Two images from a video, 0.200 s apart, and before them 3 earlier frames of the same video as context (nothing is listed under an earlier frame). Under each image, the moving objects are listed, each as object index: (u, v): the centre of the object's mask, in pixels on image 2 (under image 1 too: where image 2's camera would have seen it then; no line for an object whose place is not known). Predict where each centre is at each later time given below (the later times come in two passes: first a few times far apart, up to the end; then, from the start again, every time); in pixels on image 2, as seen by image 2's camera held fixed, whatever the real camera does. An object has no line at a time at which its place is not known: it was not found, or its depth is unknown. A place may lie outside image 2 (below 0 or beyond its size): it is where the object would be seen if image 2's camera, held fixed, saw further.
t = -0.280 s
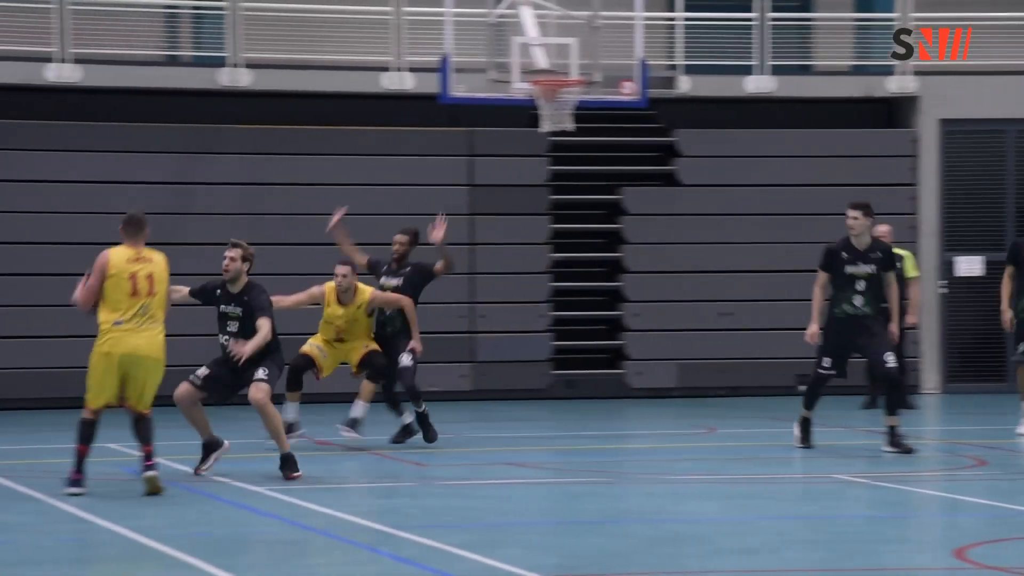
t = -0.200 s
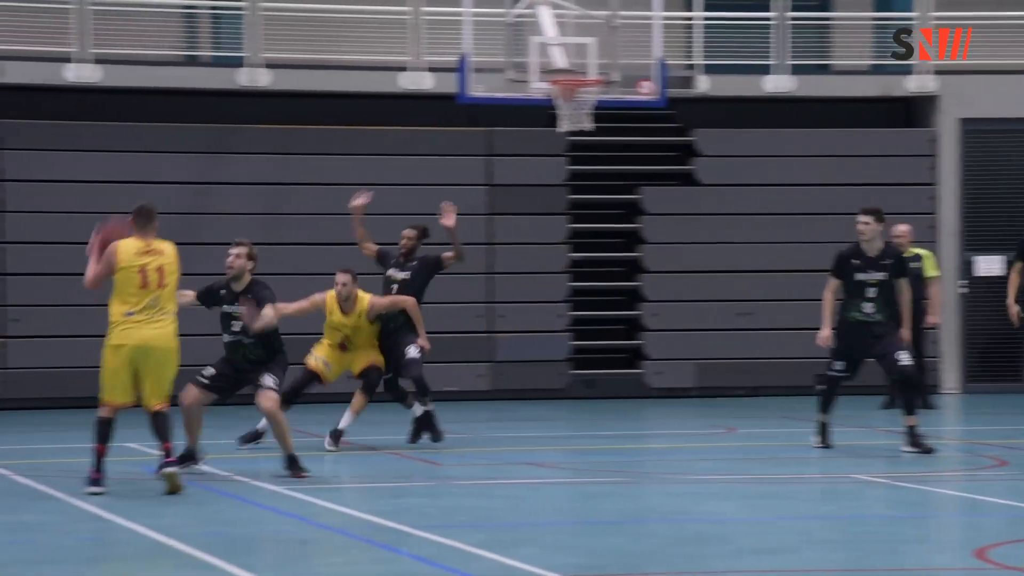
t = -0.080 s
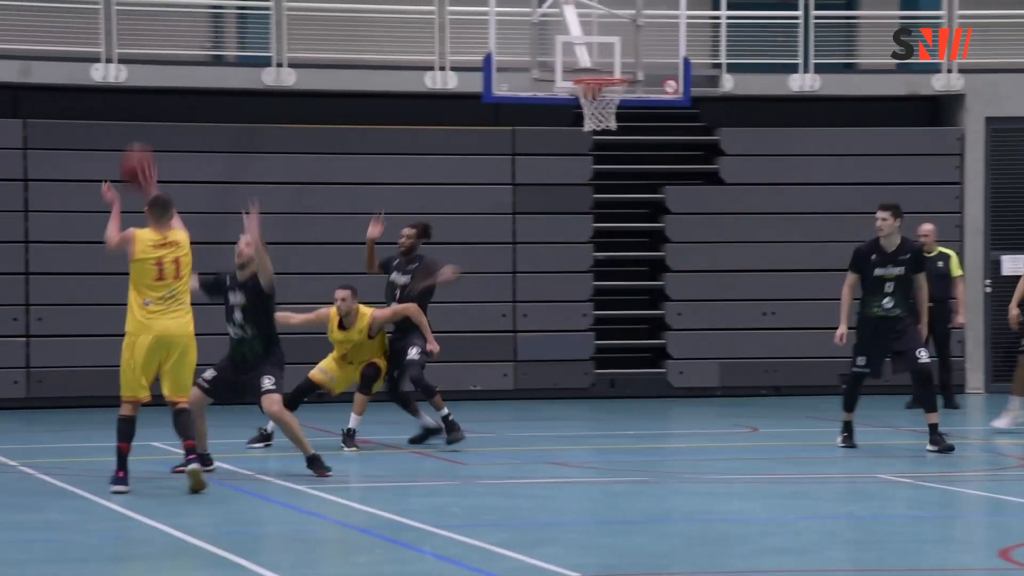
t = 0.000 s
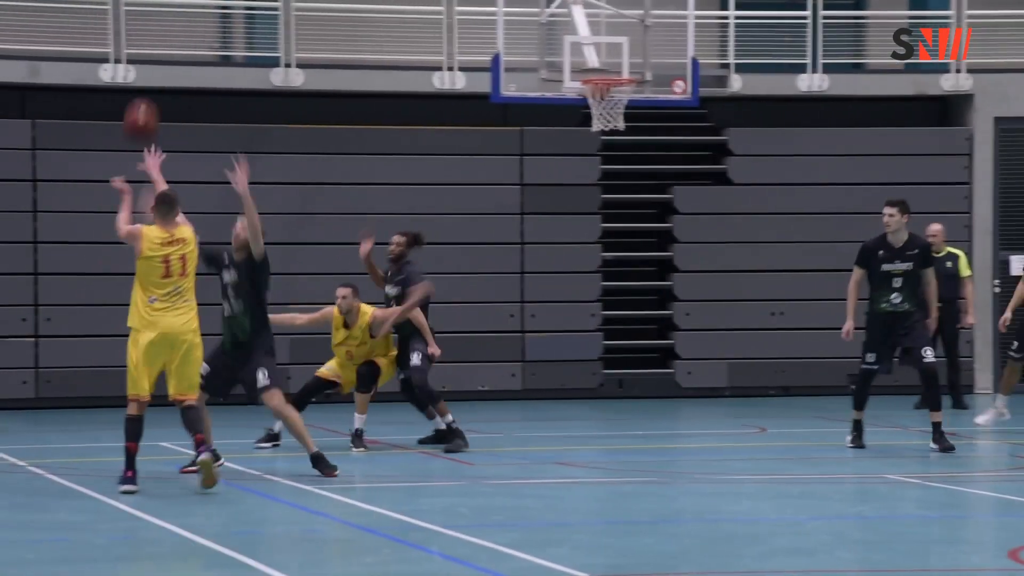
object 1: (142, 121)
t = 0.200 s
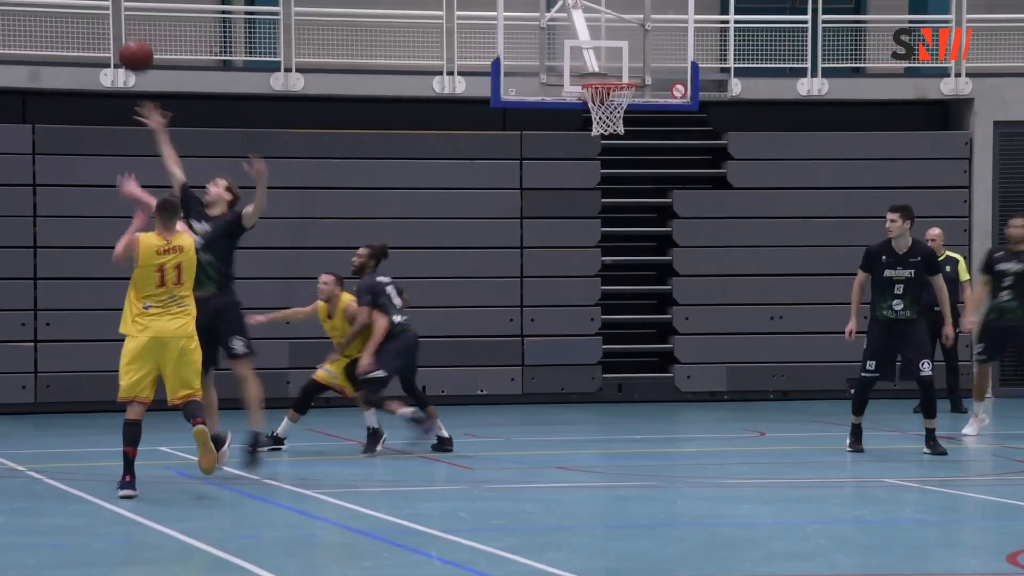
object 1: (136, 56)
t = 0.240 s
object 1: (135, 49)
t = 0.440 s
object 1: (133, 45)
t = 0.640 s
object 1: (133, 93)
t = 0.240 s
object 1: (135, 49)
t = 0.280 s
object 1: (135, 44)
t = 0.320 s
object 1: (134, 42)
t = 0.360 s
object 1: (134, 41)
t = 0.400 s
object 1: (134, 42)
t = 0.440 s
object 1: (133, 45)
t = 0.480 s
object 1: (132, 51)
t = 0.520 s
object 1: (132, 58)
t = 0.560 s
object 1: (132, 67)
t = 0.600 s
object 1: (132, 78)
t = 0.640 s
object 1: (133, 93)
